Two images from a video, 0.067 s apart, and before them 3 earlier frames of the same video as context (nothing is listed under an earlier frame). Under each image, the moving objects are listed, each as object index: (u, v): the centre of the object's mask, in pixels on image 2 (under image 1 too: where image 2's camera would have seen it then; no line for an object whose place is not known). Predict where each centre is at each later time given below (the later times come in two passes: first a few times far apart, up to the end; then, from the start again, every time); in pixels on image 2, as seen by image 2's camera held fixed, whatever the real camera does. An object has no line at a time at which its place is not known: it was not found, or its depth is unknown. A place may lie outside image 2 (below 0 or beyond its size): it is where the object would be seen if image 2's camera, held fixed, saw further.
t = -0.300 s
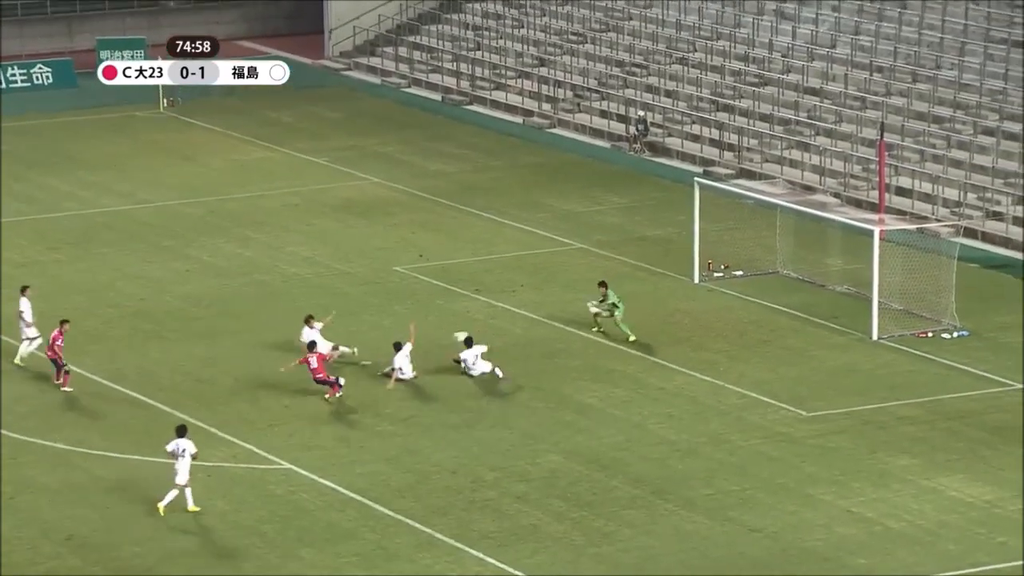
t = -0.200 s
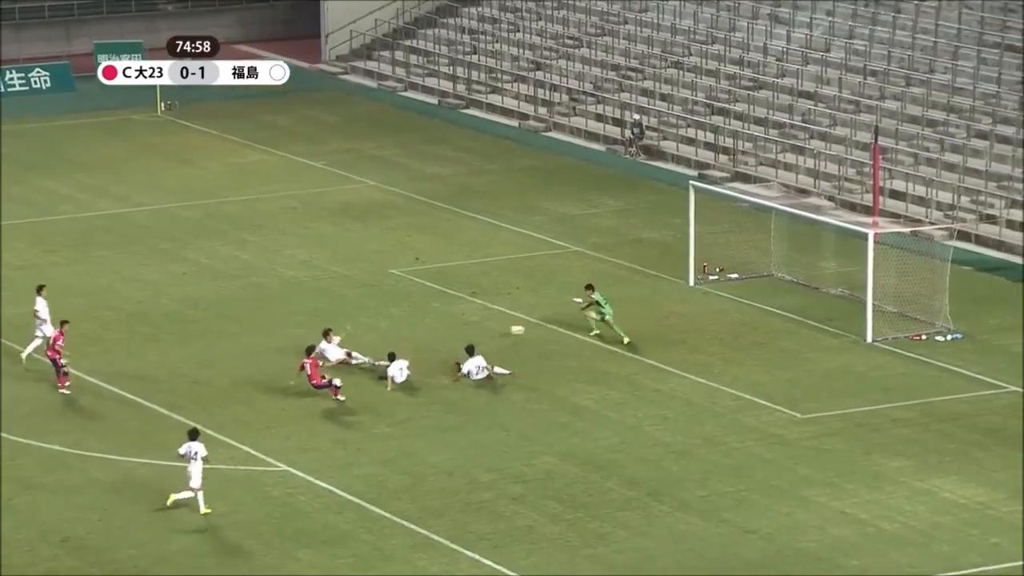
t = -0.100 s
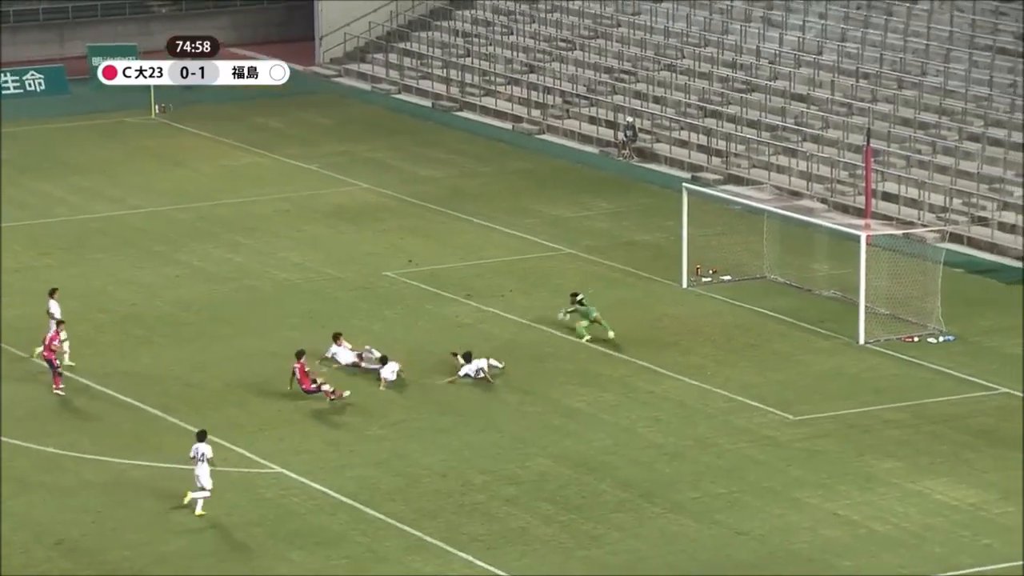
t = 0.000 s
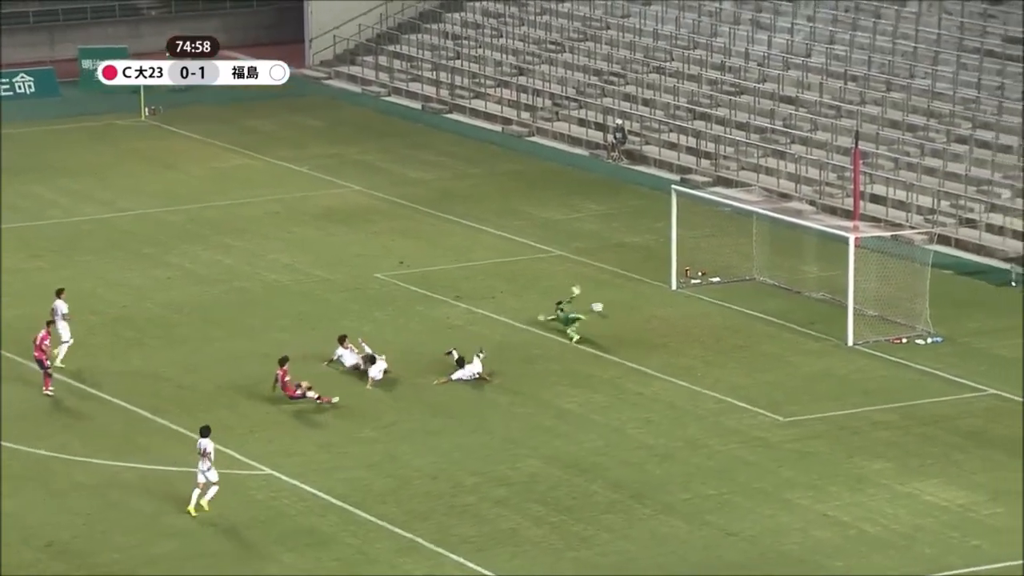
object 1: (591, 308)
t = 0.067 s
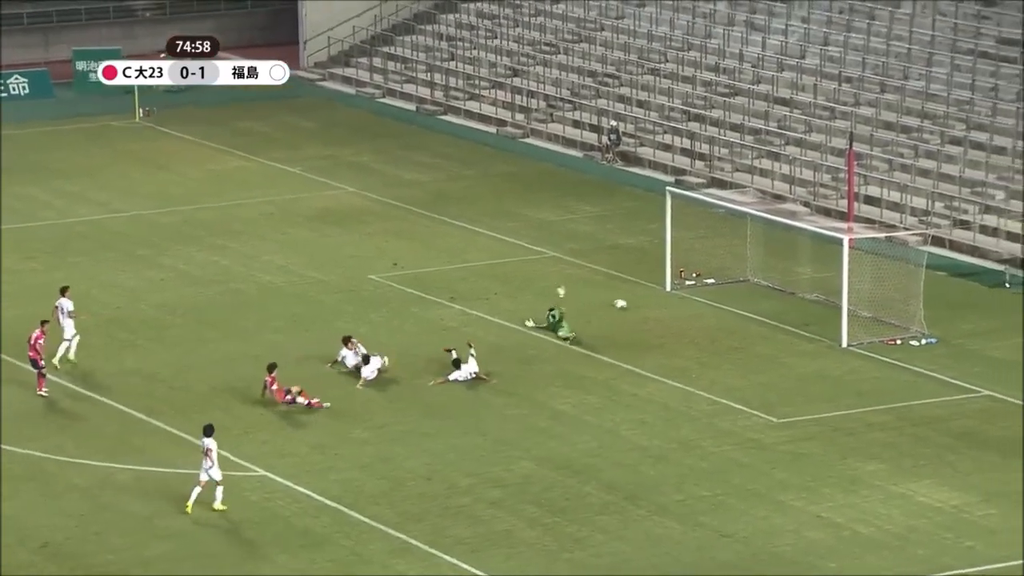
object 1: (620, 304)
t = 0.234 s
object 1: (684, 287)
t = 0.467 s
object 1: (744, 257)
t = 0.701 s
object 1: (757, 248)
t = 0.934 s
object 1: (765, 258)
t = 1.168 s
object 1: (774, 277)
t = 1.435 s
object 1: (781, 274)
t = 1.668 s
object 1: (783, 279)
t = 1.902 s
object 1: (783, 282)
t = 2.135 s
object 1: (783, 283)
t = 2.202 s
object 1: (783, 283)
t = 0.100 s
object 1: (634, 300)
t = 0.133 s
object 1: (646, 296)
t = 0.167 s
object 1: (659, 292)
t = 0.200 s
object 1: (673, 289)
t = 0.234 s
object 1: (684, 287)
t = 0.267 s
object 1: (697, 285)
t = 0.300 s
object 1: (708, 281)
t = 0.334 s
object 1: (717, 276)
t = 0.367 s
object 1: (726, 270)
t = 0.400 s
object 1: (733, 264)
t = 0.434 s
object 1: (739, 260)
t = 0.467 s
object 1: (744, 257)
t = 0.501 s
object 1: (747, 254)
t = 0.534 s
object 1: (749, 252)
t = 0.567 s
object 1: (751, 250)
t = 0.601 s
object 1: (753, 249)
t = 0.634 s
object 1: (754, 248)
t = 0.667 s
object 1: (756, 248)
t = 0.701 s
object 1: (757, 248)
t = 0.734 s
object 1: (759, 248)
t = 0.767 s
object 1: (760, 248)
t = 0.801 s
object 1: (761, 249)
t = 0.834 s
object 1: (762, 251)
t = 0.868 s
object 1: (763, 253)
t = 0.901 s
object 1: (764, 255)
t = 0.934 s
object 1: (765, 258)
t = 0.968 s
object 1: (767, 261)
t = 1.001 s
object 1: (768, 264)
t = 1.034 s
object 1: (769, 268)
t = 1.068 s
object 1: (770, 273)
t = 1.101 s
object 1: (770, 277)
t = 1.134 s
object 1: (772, 279)
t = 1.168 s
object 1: (774, 277)
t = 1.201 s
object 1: (775, 274)
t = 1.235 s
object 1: (776, 273)
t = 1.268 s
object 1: (777, 272)
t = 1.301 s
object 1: (778, 272)
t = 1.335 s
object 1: (779, 271)
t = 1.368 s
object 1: (780, 272)
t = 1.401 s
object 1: (780, 272)
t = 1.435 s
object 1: (781, 274)
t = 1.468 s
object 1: (782, 275)
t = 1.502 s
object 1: (782, 278)
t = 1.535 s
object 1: (782, 280)
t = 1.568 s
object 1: (783, 280)
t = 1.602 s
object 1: (783, 279)
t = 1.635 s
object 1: (783, 279)
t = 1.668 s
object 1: (783, 279)
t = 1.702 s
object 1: (783, 280)
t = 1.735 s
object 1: (784, 280)
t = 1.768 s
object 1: (783, 282)
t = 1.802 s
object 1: (784, 282)
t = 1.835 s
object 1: (784, 282)
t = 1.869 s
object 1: (784, 282)
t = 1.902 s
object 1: (783, 282)
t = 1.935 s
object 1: (783, 282)
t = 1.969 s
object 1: (783, 282)
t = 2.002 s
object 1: (783, 282)
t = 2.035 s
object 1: (784, 282)
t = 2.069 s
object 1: (783, 283)
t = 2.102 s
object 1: (783, 283)
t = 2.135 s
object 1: (783, 283)
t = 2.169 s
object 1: (783, 283)
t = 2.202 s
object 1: (783, 283)
